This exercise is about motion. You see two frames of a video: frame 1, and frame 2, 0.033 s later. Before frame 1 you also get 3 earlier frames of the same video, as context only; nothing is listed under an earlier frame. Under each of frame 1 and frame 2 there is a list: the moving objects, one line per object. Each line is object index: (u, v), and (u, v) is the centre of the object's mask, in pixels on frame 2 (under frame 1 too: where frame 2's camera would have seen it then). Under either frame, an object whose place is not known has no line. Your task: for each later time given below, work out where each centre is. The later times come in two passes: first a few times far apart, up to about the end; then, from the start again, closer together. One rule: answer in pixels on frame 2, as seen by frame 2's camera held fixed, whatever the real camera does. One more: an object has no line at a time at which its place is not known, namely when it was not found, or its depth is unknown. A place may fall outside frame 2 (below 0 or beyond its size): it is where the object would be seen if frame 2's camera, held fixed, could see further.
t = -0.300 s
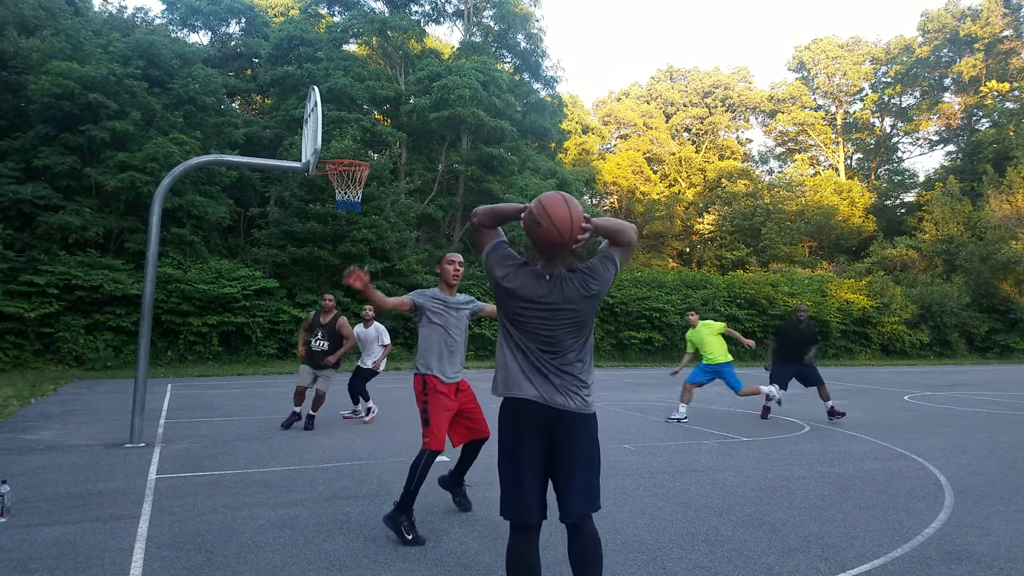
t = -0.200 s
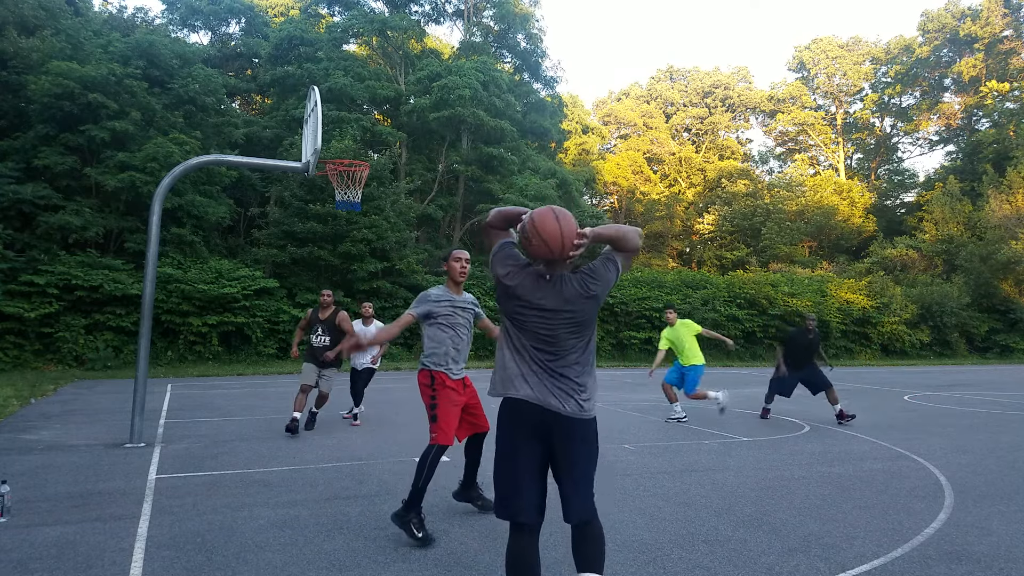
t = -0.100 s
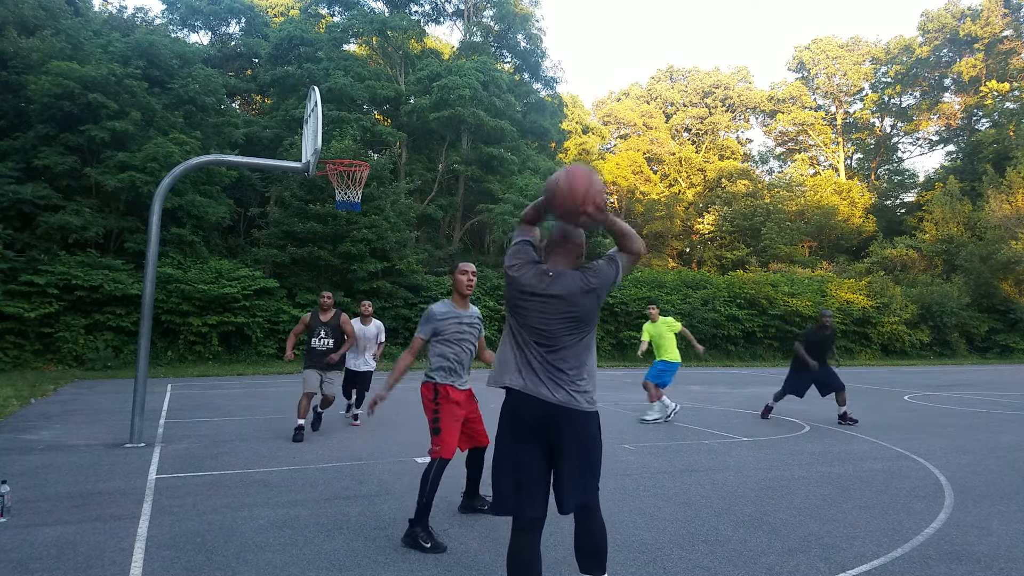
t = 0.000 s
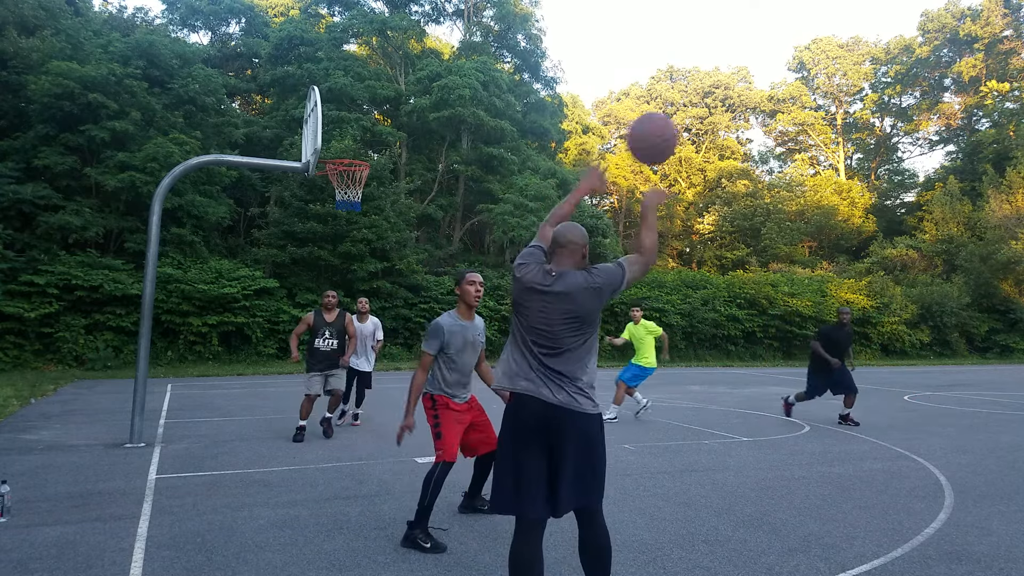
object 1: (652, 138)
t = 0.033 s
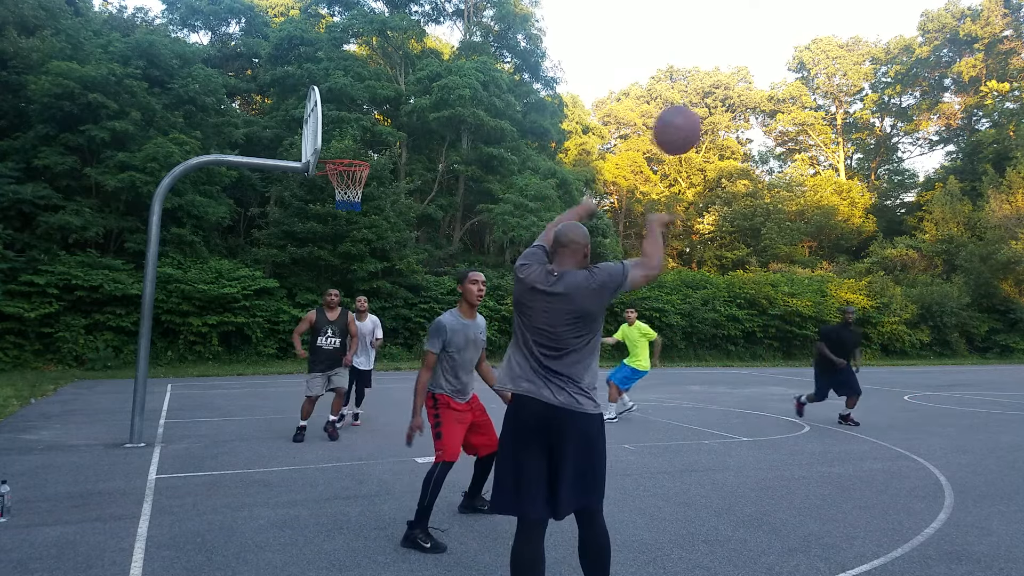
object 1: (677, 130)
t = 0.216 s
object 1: (771, 128)
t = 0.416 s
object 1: (829, 172)
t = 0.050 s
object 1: (688, 127)
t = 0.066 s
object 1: (699, 124)
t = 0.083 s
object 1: (708, 123)
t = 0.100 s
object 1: (718, 122)
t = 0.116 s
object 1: (727, 121)
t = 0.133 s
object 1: (735, 121)
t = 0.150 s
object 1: (743, 121)
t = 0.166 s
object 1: (750, 122)
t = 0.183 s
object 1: (758, 124)
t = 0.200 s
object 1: (764, 125)
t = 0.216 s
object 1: (771, 128)
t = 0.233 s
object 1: (777, 129)
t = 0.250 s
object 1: (783, 132)
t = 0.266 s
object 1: (788, 135)
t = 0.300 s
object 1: (798, 141)
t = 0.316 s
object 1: (803, 145)
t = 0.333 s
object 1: (808, 149)
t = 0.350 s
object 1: (813, 153)
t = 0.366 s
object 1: (817, 157)
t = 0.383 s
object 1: (821, 162)
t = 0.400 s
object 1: (825, 166)
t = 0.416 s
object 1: (829, 172)
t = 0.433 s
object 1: (833, 176)
